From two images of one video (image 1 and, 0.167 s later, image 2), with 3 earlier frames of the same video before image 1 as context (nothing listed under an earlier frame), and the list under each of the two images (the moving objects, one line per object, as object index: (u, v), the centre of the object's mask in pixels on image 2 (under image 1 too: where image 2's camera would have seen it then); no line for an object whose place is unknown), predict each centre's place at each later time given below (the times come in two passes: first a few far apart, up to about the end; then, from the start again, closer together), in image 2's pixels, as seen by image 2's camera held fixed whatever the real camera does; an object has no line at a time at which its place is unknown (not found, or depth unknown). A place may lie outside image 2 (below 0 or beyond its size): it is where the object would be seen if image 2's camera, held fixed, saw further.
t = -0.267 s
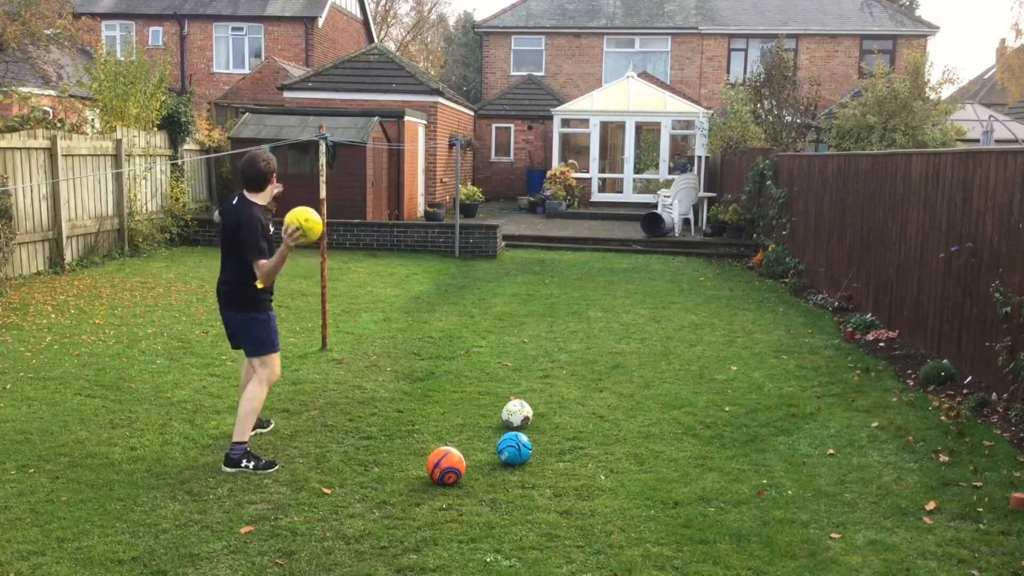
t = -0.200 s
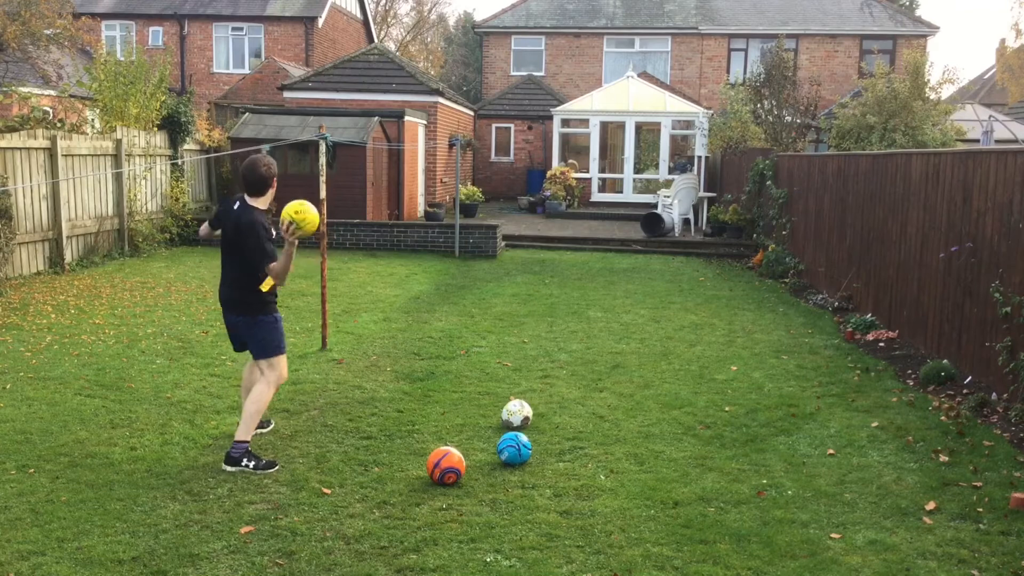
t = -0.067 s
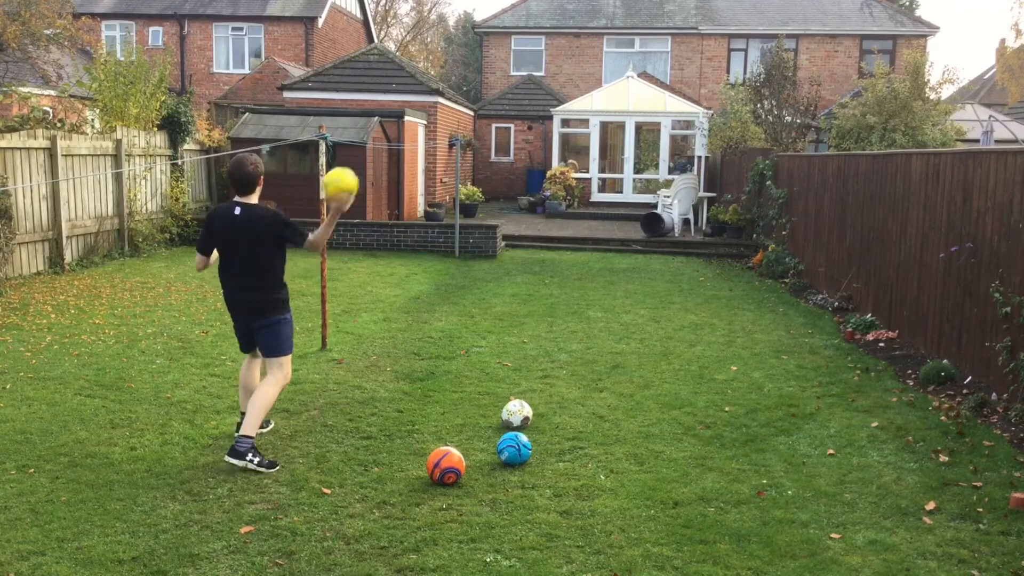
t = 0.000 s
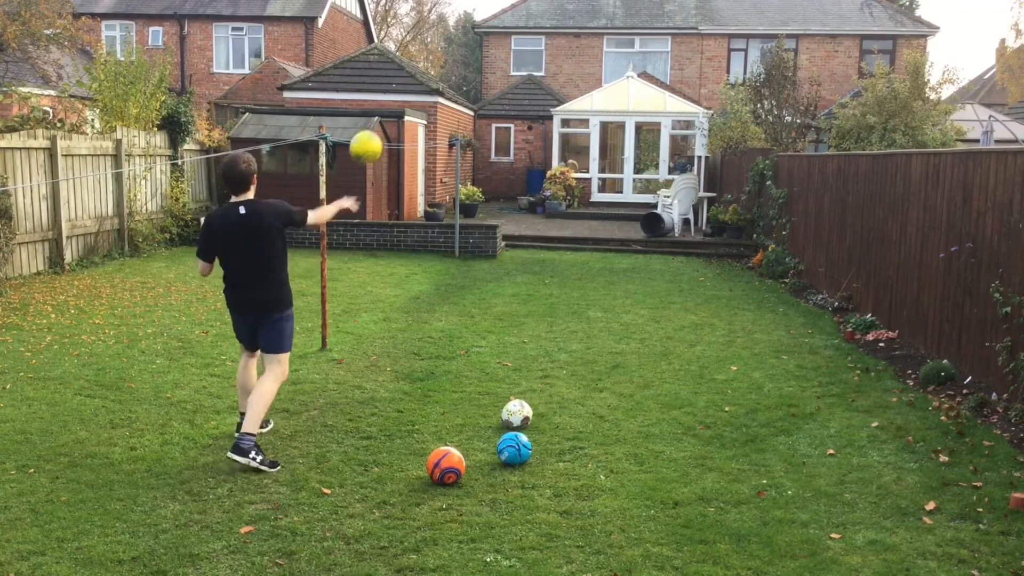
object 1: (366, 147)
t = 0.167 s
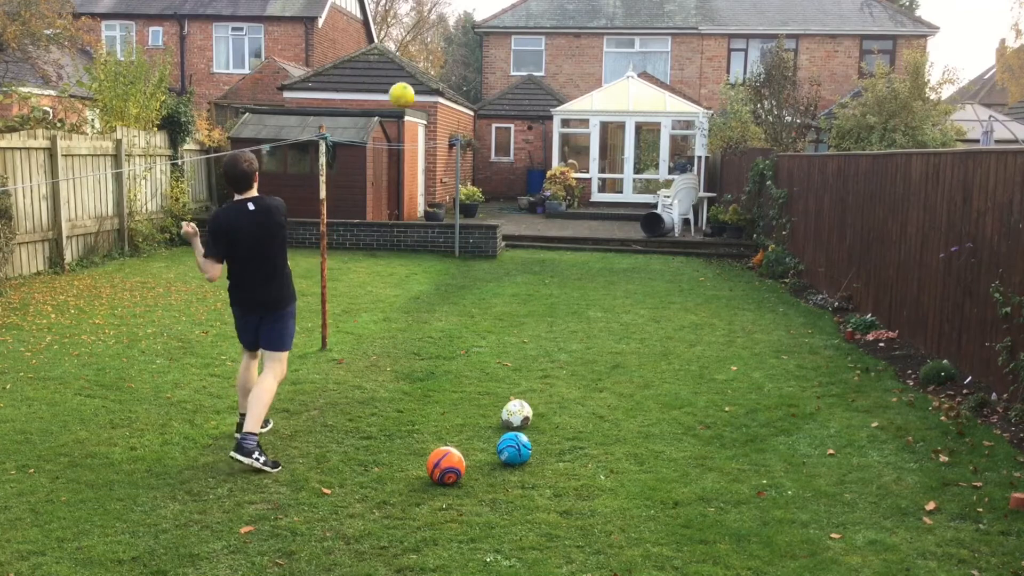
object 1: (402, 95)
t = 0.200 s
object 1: (407, 90)
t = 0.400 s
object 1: (430, 90)
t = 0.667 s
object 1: (446, 133)
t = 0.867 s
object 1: (451, 181)
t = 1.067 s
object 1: (436, 208)
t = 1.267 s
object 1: (416, 195)
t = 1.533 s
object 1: (391, 213)
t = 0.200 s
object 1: (407, 90)
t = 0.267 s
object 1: (416, 86)
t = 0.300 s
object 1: (420, 86)
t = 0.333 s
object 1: (424, 86)
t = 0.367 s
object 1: (427, 88)
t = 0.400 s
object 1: (430, 90)
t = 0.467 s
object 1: (435, 97)
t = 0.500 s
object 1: (437, 101)
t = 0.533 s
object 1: (439, 107)
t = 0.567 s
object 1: (441, 112)
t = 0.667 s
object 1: (446, 133)
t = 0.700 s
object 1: (447, 139)
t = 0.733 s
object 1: (448, 147)
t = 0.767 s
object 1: (449, 155)
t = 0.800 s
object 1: (450, 164)
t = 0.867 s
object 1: (451, 181)
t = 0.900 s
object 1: (451, 190)
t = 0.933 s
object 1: (452, 199)
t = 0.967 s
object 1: (449, 208)
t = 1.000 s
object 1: (443, 217)
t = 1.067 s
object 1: (436, 208)
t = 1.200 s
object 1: (423, 197)
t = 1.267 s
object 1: (416, 195)
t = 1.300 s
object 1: (413, 194)
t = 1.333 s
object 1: (409, 195)
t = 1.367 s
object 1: (406, 197)
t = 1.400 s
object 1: (403, 199)
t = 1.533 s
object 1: (391, 213)
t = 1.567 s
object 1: (387, 217)
